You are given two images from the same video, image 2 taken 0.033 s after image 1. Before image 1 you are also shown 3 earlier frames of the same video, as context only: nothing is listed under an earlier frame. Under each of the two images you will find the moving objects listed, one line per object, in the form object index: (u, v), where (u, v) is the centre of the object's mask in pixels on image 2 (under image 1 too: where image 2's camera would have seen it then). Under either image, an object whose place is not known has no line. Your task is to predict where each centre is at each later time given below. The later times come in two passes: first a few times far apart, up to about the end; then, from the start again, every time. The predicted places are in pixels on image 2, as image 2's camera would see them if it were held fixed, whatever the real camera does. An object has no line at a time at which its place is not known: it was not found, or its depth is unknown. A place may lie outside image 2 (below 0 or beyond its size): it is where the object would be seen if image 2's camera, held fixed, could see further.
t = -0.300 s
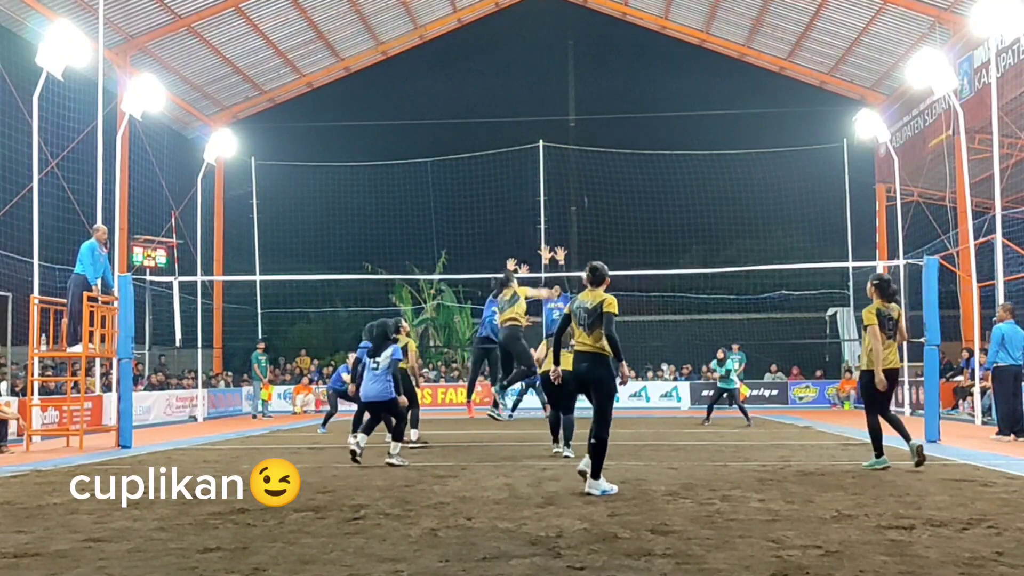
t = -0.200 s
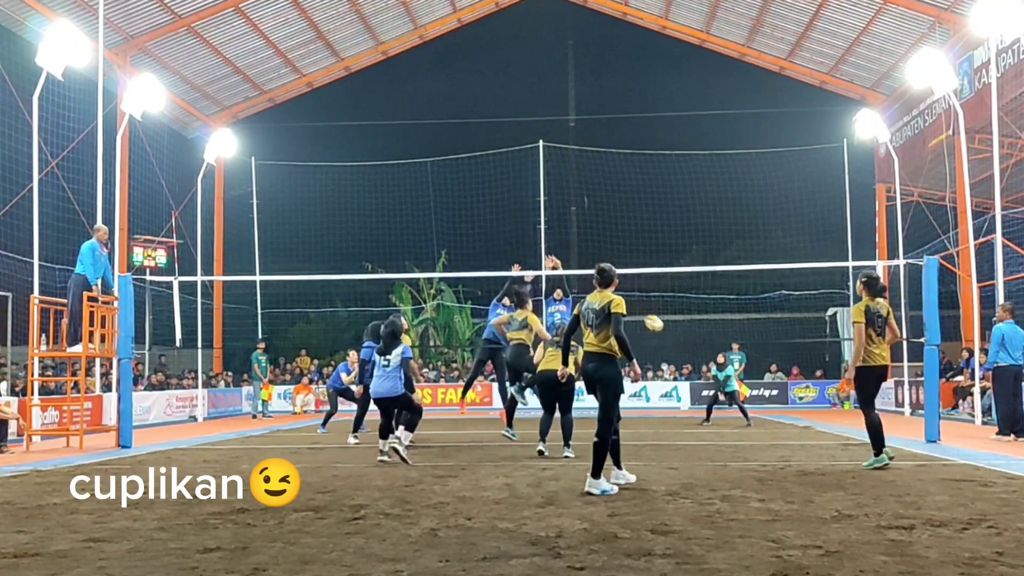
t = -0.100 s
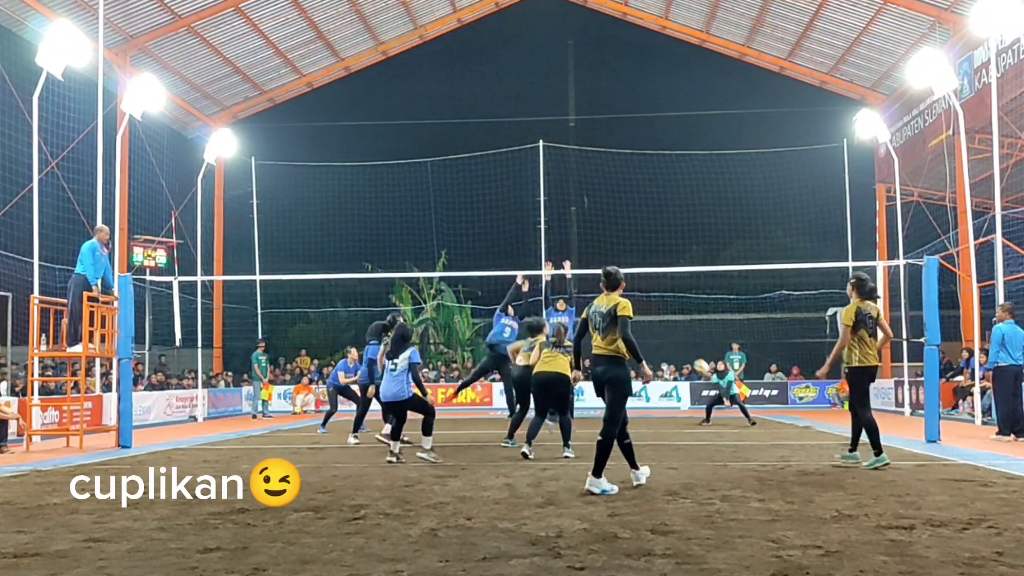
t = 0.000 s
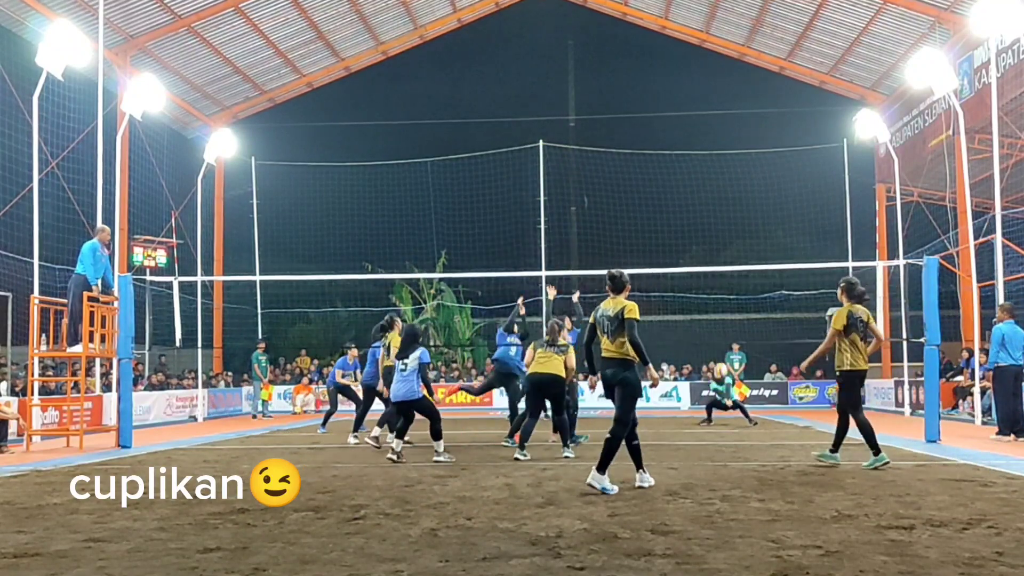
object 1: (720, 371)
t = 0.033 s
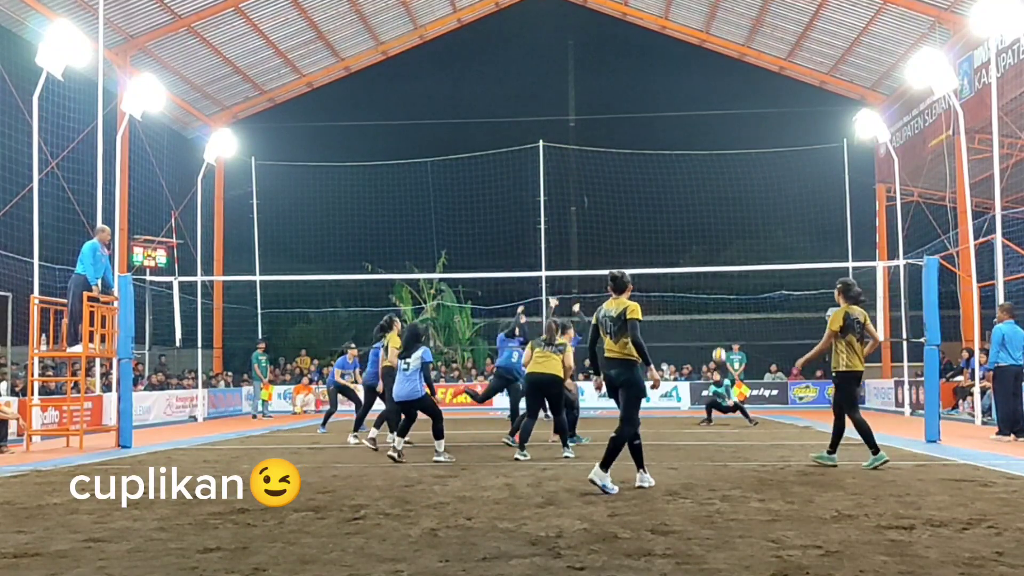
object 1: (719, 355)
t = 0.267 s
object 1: (710, 263)
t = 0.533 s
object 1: (700, 191)
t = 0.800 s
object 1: (692, 154)
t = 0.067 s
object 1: (718, 340)
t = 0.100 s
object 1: (716, 327)
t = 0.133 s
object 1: (714, 313)
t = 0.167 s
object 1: (713, 301)
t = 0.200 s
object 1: (712, 288)
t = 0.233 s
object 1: (710, 277)
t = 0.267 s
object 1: (710, 263)
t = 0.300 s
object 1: (708, 253)
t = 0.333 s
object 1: (707, 243)
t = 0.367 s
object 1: (706, 233)
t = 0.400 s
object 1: (705, 223)
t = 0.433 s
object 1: (704, 214)
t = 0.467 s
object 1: (702, 206)
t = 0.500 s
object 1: (701, 198)
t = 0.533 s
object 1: (700, 191)
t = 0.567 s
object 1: (699, 184)
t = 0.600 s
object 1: (698, 178)
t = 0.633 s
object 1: (697, 172)
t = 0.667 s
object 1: (697, 167)
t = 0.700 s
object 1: (695, 163)
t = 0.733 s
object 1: (695, 159)
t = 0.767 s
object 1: (694, 156)
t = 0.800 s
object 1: (692, 154)
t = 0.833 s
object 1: (692, 152)
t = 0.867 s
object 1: (691, 151)
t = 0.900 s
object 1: (690, 151)
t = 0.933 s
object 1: (689, 151)
